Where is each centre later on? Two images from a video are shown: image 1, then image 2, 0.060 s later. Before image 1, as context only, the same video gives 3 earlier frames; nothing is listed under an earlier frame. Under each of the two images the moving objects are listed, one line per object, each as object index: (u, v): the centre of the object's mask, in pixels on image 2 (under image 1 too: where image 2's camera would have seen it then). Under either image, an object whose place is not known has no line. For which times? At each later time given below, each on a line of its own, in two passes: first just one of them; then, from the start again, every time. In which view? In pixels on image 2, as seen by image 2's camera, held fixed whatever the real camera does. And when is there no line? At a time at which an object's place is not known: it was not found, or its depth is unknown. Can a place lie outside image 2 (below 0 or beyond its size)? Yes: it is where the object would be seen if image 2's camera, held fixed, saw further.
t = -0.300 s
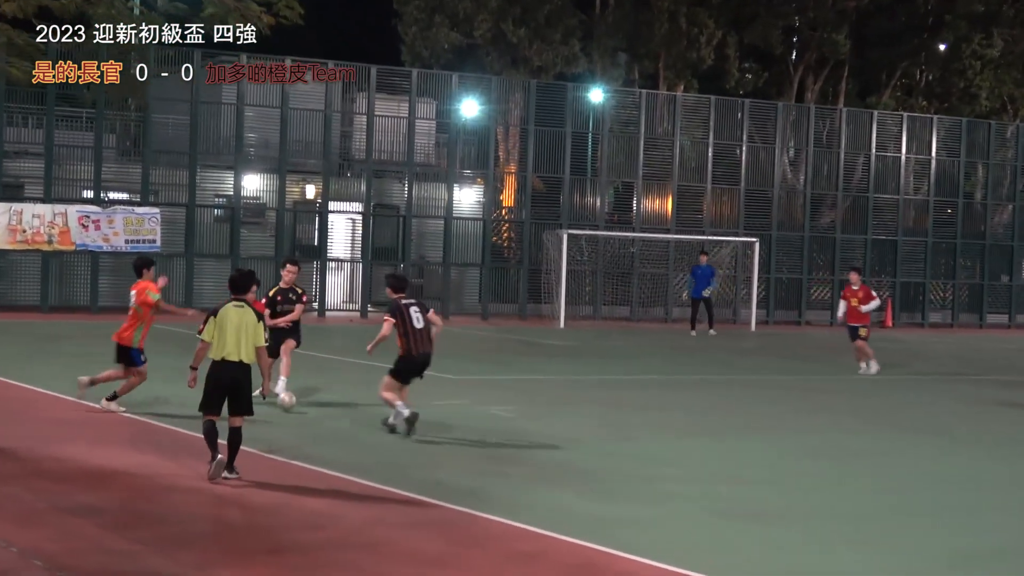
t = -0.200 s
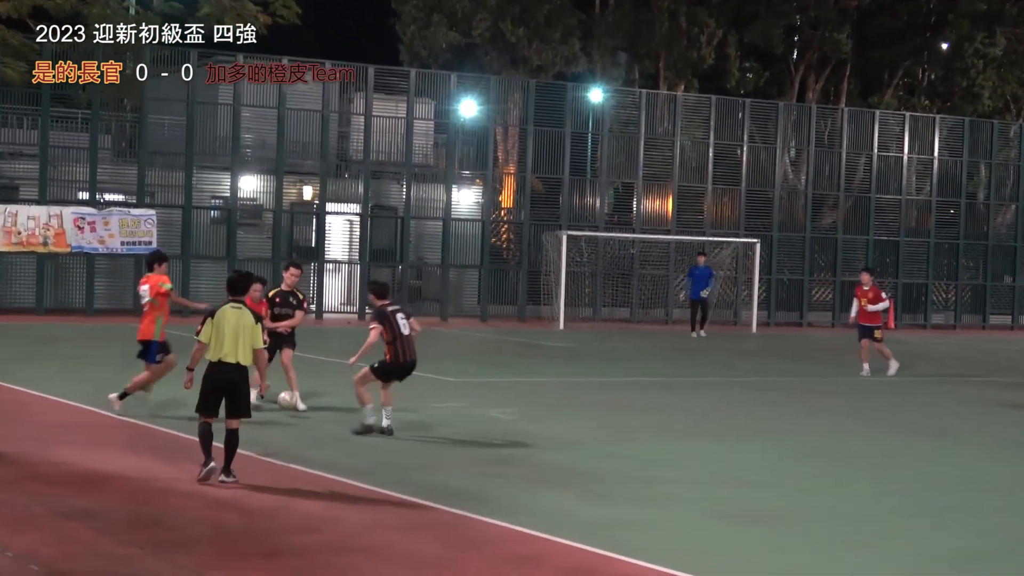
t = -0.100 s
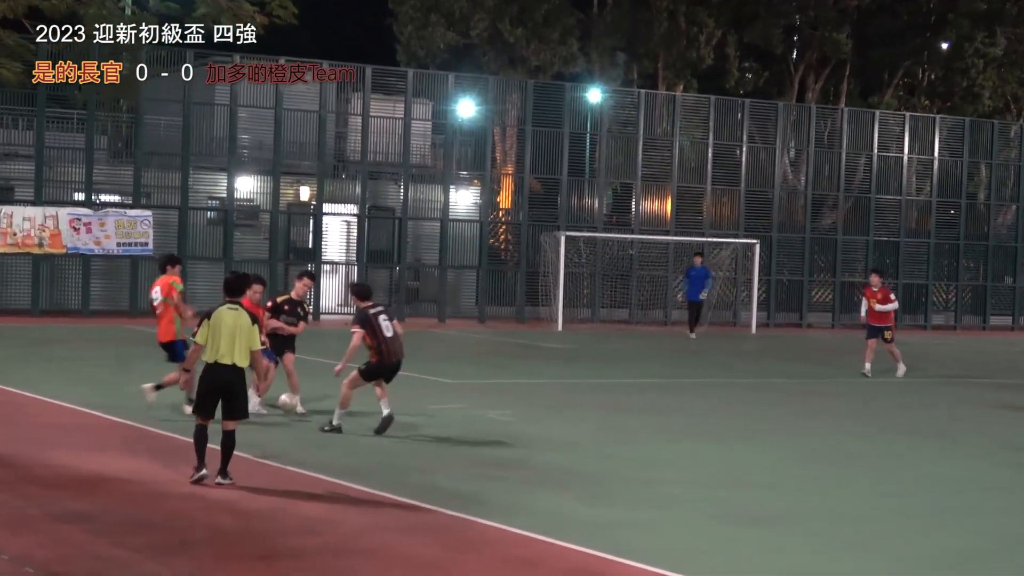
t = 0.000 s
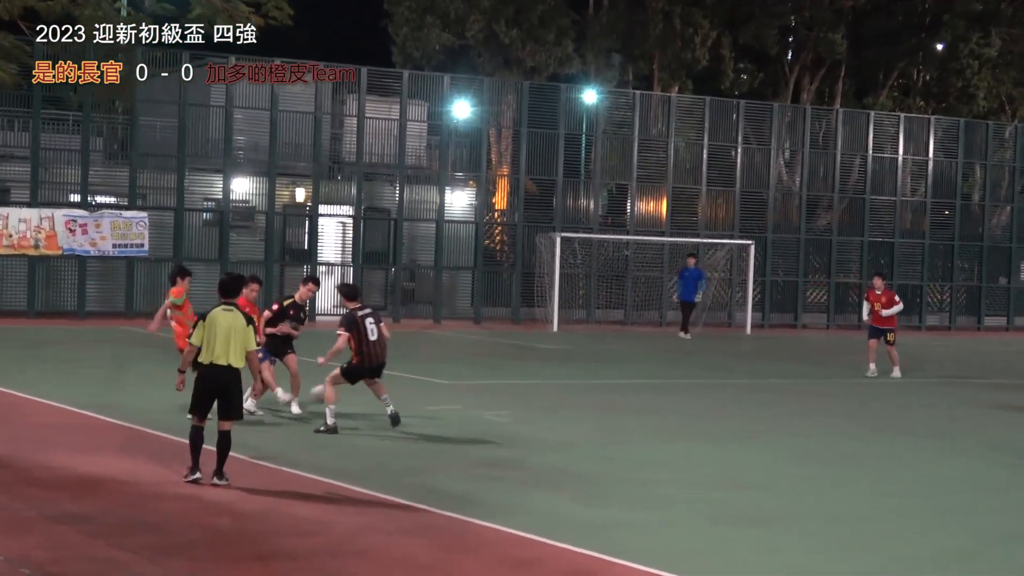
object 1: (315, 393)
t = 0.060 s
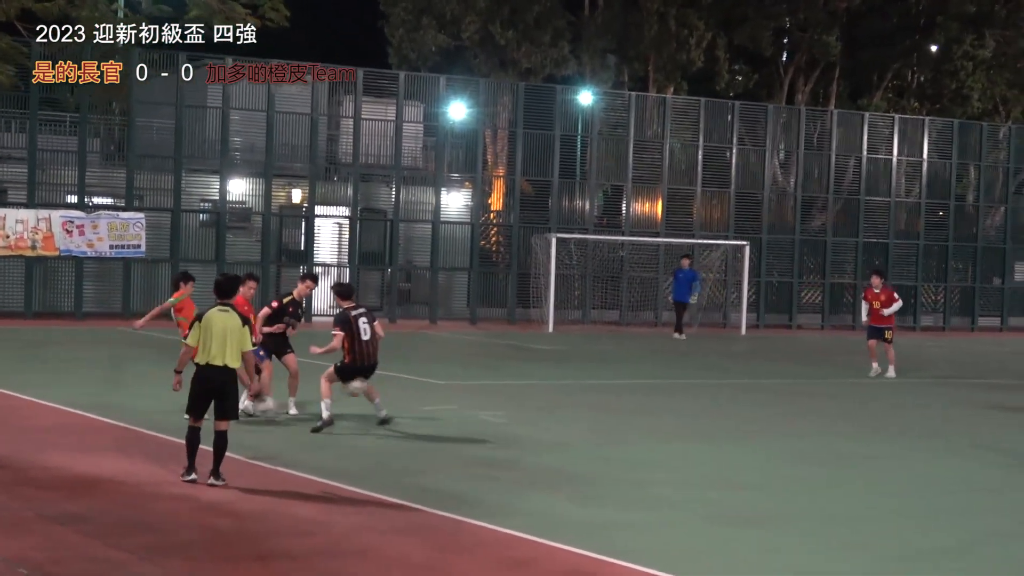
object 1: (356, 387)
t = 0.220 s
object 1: (451, 391)
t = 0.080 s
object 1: (367, 384)
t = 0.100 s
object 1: (379, 385)
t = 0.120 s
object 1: (390, 385)
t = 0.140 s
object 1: (402, 385)
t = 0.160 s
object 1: (415, 386)
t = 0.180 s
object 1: (427, 387)
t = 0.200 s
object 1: (439, 389)
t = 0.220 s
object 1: (451, 391)
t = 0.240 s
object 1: (464, 394)
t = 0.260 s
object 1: (477, 397)
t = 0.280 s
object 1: (489, 400)
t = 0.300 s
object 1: (501, 403)
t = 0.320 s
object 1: (514, 408)
